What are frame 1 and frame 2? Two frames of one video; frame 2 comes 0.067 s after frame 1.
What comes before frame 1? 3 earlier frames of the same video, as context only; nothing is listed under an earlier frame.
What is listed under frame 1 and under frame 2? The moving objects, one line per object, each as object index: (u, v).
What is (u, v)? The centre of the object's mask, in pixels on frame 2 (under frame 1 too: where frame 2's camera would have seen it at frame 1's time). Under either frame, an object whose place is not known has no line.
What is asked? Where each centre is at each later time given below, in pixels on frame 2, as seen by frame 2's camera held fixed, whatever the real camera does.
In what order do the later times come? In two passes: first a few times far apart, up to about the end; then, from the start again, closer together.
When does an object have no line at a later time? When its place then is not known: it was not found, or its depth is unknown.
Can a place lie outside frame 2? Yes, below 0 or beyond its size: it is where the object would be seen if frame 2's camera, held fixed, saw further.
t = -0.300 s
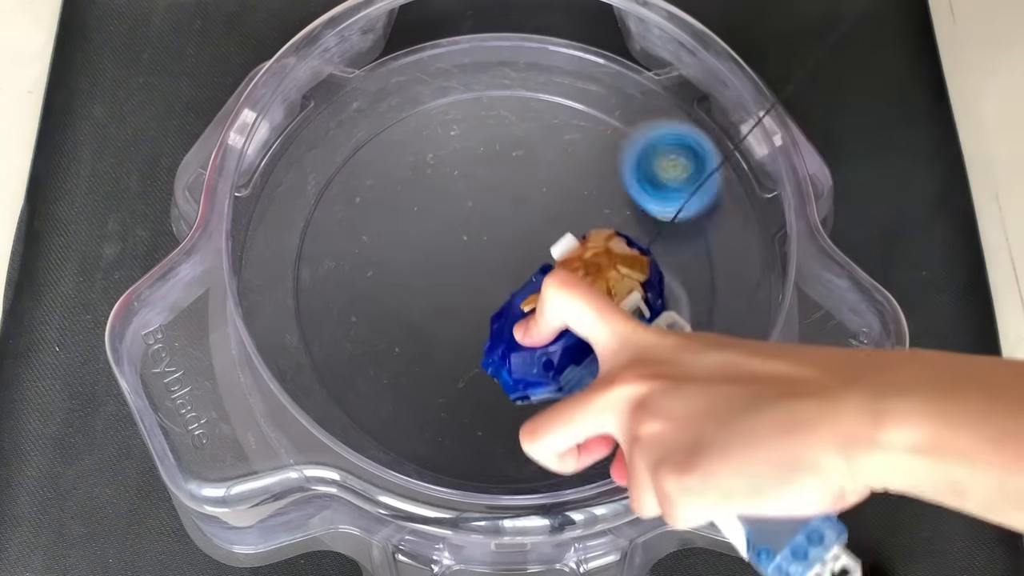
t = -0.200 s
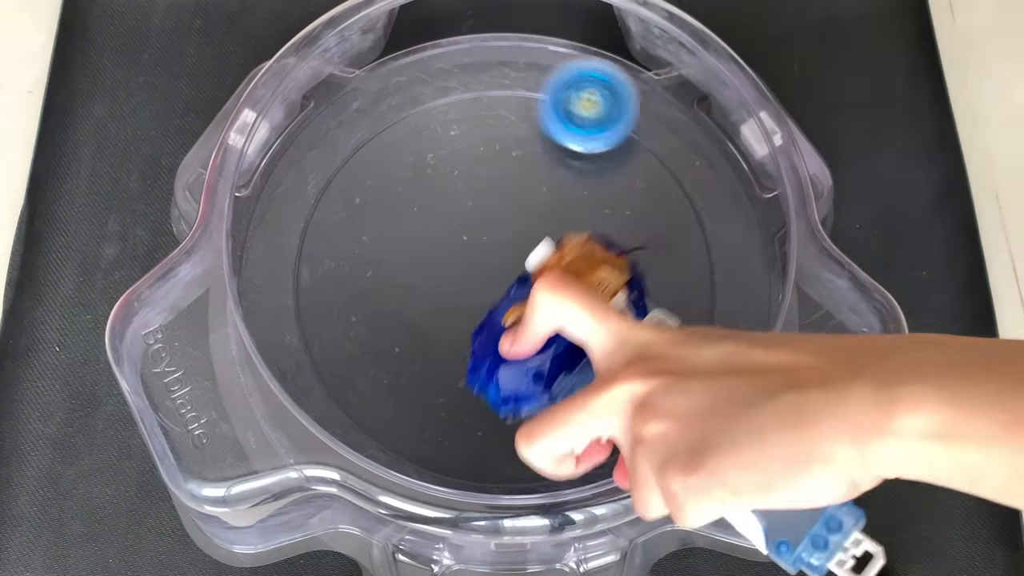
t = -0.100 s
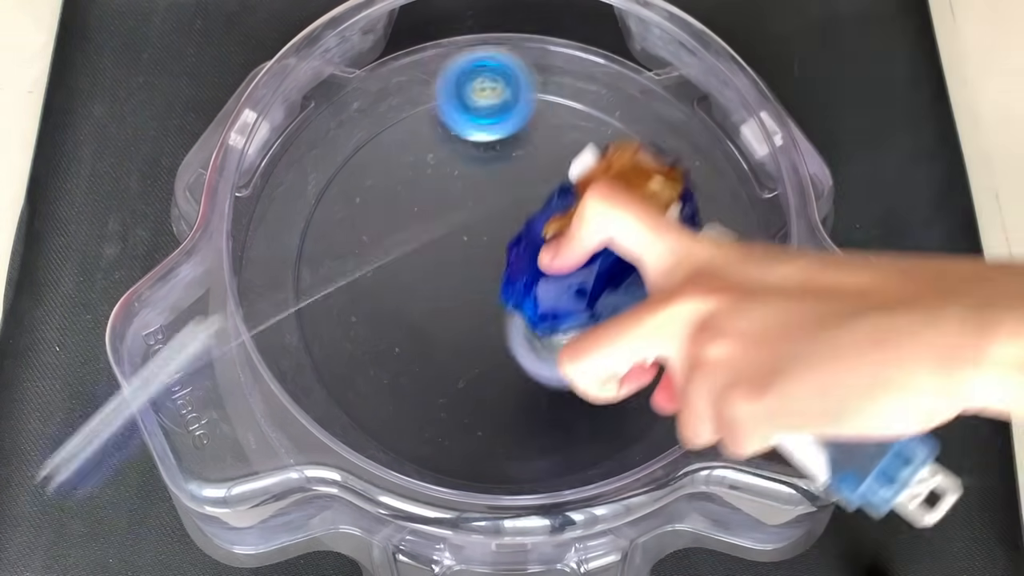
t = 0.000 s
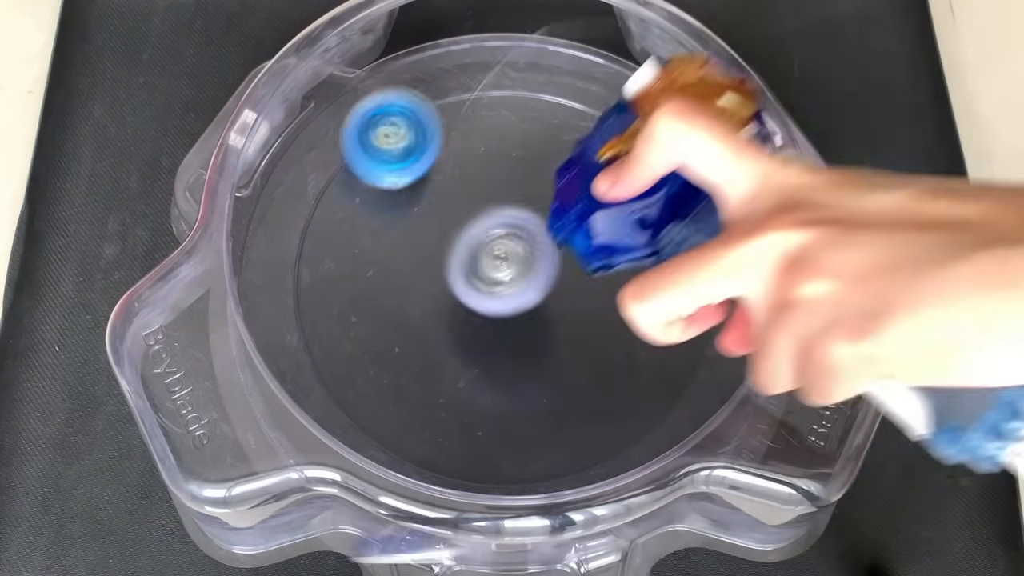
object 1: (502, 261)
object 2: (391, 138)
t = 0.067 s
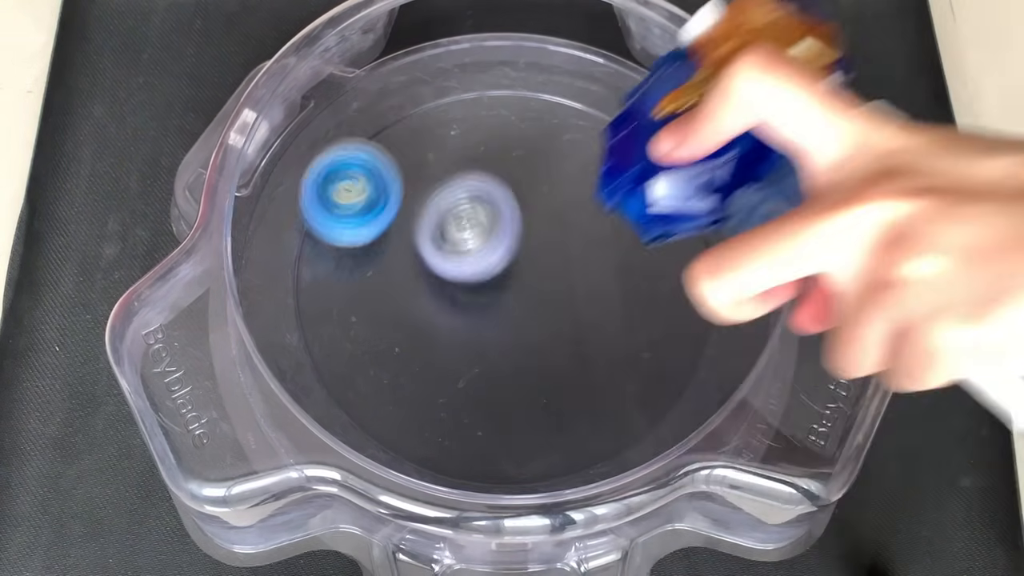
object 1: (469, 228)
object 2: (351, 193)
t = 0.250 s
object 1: (427, 119)
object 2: (379, 388)
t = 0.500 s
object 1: (549, 236)
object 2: (647, 385)
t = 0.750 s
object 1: (530, 306)
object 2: (695, 157)
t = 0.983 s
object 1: (456, 241)
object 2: (500, 132)
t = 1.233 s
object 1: (424, 282)
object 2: (387, 148)
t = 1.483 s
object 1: (496, 323)
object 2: (389, 273)
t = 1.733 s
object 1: (656, 268)
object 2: (411, 345)
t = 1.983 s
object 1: (646, 245)
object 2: (433, 366)
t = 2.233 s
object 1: (689, 240)
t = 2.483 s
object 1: (599, 268)
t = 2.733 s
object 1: (643, 114)
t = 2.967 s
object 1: (536, 189)
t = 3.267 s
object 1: (388, 314)
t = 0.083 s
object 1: (463, 211)
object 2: (343, 210)
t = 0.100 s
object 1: (456, 197)
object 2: (338, 227)
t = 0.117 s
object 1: (450, 184)
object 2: (335, 244)
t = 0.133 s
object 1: (444, 175)
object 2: (334, 263)
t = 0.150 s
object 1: (437, 167)
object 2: (333, 284)
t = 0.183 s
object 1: (425, 153)
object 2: (341, 321)
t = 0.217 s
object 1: (429, 129)
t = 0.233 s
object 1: (427, 122)
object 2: (365, 372)
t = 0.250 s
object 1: (427, 119)
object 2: (379, 388)
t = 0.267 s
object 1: (428, 118)
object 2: (394, 403)
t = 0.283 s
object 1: (435, 119)
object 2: (408, 415)
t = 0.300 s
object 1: (442, 123)
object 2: (426, 427)
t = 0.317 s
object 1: (450, 131)
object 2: (446, 436)
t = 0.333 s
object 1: (457, 140)
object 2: (464, 444)
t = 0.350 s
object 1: (465, 151)
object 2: (484, 449)
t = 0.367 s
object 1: (473, 159)
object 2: (505, 453)
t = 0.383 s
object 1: (483, 168)
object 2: (527, 454)
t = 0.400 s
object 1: (492, 179)
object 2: (547, 452)
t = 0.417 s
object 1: (501, 189)
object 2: (566, 448)
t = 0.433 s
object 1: (511, 199)
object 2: (585, 441)
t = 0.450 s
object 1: (520, 209)
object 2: (603, 429)
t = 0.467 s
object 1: (530, 218)
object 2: (619, 418)
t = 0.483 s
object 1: (539, 228)
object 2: (633, 402)
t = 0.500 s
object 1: (549, 236)
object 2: (647, 385)
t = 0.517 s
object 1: (557, 246)
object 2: (658, 369)
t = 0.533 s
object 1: (566, 255)
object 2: (668, 351)
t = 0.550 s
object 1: (574, 264)
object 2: (676, 335)
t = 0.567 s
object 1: (581, 272)
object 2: (682, 315)
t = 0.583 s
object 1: (584, 279)
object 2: (692, 298)
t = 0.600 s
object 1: (580, 283)
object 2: (707, 281)
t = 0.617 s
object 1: (576, 289)
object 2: (718, 263)
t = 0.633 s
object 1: (572, 292)
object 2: (726, 244)
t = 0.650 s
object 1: (567, 296)
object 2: (732, 228)
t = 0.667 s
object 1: (562, 300)
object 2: (736, 213)
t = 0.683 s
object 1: (556, 302)
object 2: (736, 199)
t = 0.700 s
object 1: (549, 304)
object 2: (727, 186)
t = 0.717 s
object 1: (543, 306)
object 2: (717, 176)
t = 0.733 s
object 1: (536, 306)
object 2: (706, 166)
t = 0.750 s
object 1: (530, 306)
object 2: (695, 157)
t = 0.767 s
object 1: (524, 305)
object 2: (684, 149)
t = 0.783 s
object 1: (517, 304)
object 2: (673, 142)
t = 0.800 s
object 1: (511, 301)
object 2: (662, 137)
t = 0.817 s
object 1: (505, 299)
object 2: (648, 131)
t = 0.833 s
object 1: (498, 296)
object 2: (634, 128)
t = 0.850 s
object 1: (492, 291)
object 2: (618, 125)
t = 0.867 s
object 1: (487, 287)
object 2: (604, 123)
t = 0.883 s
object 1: (481, 281)
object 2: (588, 122)
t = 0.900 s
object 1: (476, 275)
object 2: (572, 121)
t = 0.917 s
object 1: (471, 270)
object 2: (557, 121)
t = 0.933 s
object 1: (466, 263)
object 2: (543, 123)
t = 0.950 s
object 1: (463, 256)
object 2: (528, 125)
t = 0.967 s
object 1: (459, 249)
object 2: (514, 128)
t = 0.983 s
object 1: (456, 241)
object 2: (500, 132)
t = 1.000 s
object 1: (454, 233)
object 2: (488, 136)
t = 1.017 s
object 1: (449, 232)
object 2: (479, 136)
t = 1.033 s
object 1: (443, 233)
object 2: (471, 132)
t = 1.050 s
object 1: (438, 236)
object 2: (463, 129)
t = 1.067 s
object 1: (433, 238)
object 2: (455, 129)
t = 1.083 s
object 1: (428, 239)
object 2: (447, 130)
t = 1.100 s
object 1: (425, 241)
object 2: (440, 131)
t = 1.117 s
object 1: (422, 242)
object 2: (432, 135)
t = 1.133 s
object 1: (420, 243)
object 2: (425, 139)
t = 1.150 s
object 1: (418, 246)
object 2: (418, 144)
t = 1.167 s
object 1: (418, 252)
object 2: (411, 143)
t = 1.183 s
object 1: (418, 260)
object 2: (405, 143)
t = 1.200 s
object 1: (420, 268)
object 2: (398, 143)
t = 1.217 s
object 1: (422, 275)
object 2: (393, 144)
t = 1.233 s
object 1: (424, 282)
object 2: (387, 148)
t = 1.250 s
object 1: (427, 289)
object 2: (383, 153)
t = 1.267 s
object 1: (430, 294)
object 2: (378, 158)
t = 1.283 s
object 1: (435, 301)
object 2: (374, 164)
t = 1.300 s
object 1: (439, 304)
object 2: (372, 172)
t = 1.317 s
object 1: (443, 309)
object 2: (370, 180)
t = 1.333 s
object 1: (448, 314)
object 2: (369, 188)
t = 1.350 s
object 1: (453, 318)
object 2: (369, 197)
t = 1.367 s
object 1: (459, 321)
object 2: (369, 207)
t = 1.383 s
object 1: (464, 322)
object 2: (370, 217)
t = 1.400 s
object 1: (470, 324)
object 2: (370, 226)
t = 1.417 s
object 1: (476, 325)
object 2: (373, 235)
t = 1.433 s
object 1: (481, 325)
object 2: (376, 245)
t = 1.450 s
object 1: (486, 326)
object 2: (379, 254)
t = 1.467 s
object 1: (491, 325)
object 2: (384, 263)
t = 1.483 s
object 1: (496, 323)
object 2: (389, 273)
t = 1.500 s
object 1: (501, 321)
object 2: (394, 281)
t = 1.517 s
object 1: (506, 319)
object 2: (401, 291)
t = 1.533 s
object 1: (520, 315)
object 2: (397, 297)
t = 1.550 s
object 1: (537, 313)
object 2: (390, 304)
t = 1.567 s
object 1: (556, 309)
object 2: (385, 311)
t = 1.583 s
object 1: (572, 305)
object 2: (381, 316)
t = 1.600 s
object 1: (587, 301)
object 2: (379, 322)
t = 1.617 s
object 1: (600, 296)
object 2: (379, 325)
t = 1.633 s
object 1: (613, 292)
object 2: (380, 330)
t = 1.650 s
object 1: (624, 287)
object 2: (383, 333)
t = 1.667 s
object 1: (634, 283)
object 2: (386, 335)
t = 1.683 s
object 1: (642, 278)
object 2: (390, 337)
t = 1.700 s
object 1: (649, 275)
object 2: (397, 340)
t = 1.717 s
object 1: (653, 271)
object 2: (404, 343)
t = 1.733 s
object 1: (656, 268)
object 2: (411, 345)
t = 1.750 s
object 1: (659, 266)
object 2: (420, 347)
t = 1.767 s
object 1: (659, 265)
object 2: (429, 349)
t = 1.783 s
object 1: (657, 264)
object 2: (439, 351)
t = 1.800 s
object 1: (655, 264)
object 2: (449, 352)
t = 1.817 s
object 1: (651, 265)
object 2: (458, 352)
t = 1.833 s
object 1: (645, 267)
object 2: (468, 351)
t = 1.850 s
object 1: (638, 269)
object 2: (478, 349)
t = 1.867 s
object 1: (630, 273)
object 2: (488, 346)
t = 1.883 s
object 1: (620, 278)
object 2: (498, 343)
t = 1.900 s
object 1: (610, 282)
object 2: (507, 339)
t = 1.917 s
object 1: (604, 284)
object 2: (508, 338)
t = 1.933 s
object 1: (614, 275)
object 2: (489, 346)
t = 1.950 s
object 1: (627, 263)
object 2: (469, 353)
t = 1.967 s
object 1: (636, 255)
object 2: (451, 360)
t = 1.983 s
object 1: (646, 245)
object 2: (433, 366)
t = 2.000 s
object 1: (655, 238)
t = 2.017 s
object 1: (662, 232)
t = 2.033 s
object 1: (669, 227)
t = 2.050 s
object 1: (675, 222)
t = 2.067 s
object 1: (680, 218)
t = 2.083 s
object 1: (684, 216)
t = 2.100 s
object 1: (688, 213)
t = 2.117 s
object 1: (690, 213)
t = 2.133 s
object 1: (692, 214)
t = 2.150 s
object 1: (693, 216)
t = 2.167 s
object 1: (694, 219)
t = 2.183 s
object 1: (694, 222)
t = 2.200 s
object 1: (693, 228)
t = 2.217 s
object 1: (691, 233)
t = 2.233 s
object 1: (689, 240)
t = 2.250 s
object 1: (686, 247)
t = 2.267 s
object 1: (682, 256)
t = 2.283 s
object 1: (677, 264)
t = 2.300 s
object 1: (671, 274)
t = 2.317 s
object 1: (662, 284)
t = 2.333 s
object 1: (653, 294)
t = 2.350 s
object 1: (641, 302)
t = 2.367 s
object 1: (628, 309)
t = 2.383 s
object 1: (612, 316)
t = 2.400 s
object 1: (598, 320)
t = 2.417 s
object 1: (581, 323)
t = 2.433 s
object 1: (566, 323)
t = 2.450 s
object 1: (570, 309)
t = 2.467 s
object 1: (585, 290)
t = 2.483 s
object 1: (599, 268)
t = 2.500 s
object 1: (610, 247)
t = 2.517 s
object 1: (620, 228)
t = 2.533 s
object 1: (630, 208)
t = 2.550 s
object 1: (639, 190)
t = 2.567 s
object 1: (647, 175)
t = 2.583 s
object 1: (656, 161)
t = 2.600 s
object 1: (663, 147)
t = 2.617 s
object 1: (662, 138)
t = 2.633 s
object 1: (661, 131)
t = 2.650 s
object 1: (659, 127)
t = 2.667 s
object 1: (656, 125)
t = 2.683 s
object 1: (653, 123)
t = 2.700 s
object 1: (650, 119)
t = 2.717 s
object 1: (647, 115)
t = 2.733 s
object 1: (643, 114)
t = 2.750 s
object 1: (638, 115)
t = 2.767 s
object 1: (635, 113)
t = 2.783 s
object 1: (630, 112)
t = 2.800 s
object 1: (624, 113)
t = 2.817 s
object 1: (618, 118)
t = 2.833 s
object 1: (612, 121)
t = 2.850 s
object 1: (603, 128)
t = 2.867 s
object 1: (594, 136)
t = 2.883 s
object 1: (585, 143)
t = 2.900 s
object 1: (575, 151)
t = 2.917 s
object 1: (565, 160)
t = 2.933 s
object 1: (555, 170)
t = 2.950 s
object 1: (545, 180)
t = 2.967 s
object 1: (536, 189)
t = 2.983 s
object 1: (525, 199)
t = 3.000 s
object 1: (515, 209)
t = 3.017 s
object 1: (506, 218)
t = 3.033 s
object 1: (496, 227)
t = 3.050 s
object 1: (486, 236)
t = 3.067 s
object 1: (476, 247)
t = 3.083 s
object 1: (466, 257)
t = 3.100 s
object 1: (457, 265)
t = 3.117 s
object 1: (449, 273)
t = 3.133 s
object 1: (440, 281)
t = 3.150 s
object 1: (432, 288)
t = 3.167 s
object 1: (424, 294)
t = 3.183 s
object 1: (416, 300)
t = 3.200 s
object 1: (410, 305)
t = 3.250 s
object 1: (392, 313)
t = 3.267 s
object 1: (388, 314)
